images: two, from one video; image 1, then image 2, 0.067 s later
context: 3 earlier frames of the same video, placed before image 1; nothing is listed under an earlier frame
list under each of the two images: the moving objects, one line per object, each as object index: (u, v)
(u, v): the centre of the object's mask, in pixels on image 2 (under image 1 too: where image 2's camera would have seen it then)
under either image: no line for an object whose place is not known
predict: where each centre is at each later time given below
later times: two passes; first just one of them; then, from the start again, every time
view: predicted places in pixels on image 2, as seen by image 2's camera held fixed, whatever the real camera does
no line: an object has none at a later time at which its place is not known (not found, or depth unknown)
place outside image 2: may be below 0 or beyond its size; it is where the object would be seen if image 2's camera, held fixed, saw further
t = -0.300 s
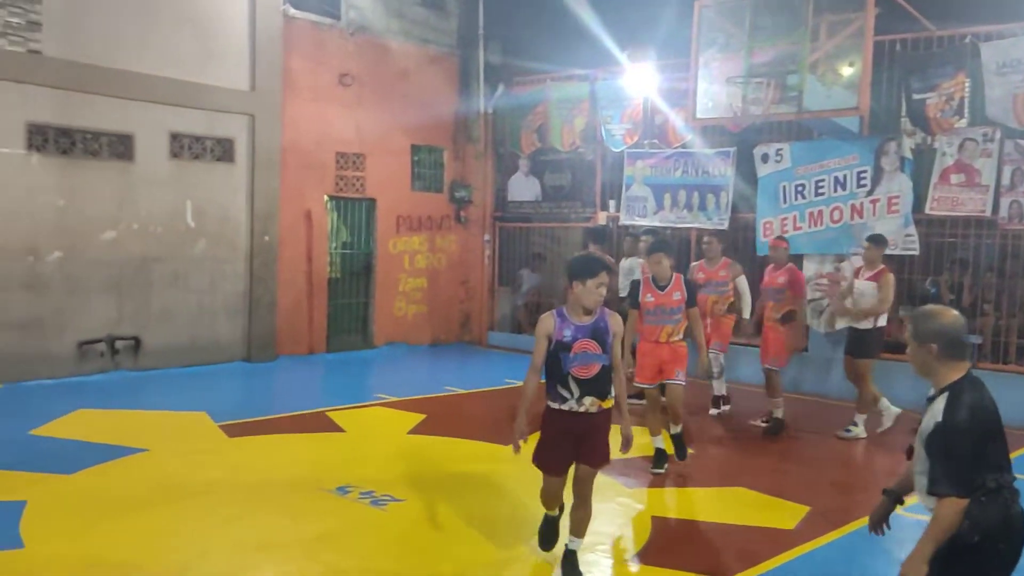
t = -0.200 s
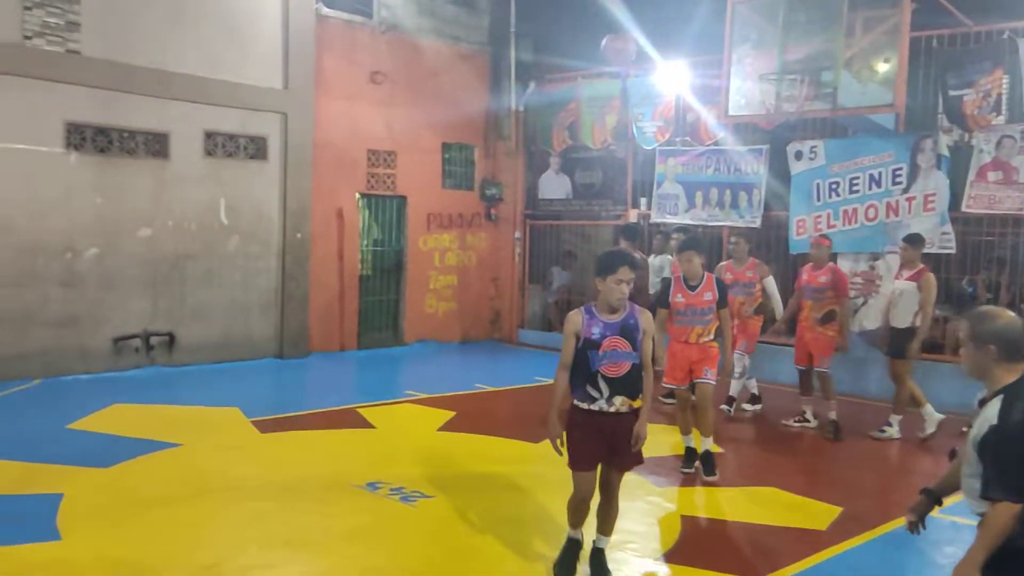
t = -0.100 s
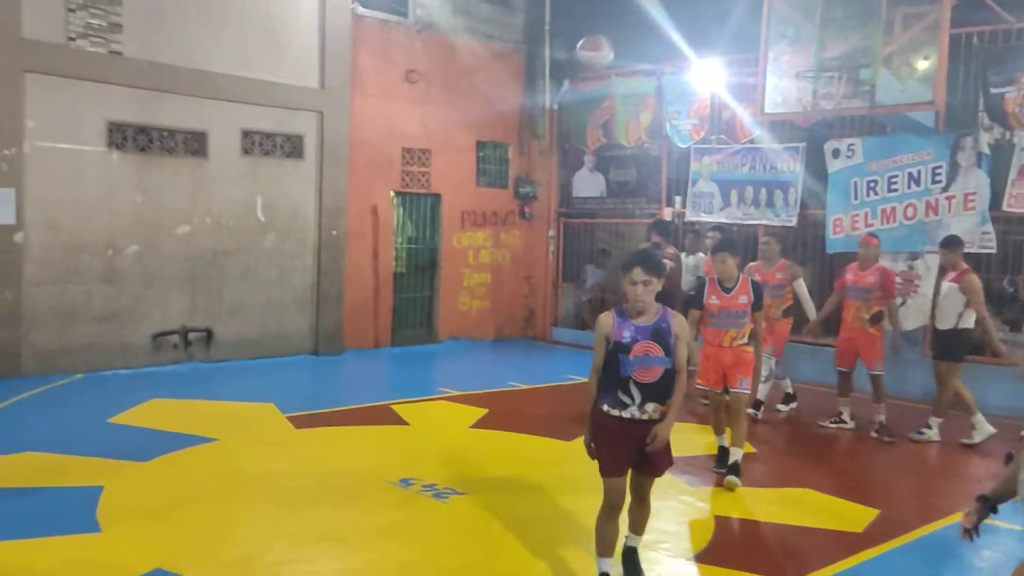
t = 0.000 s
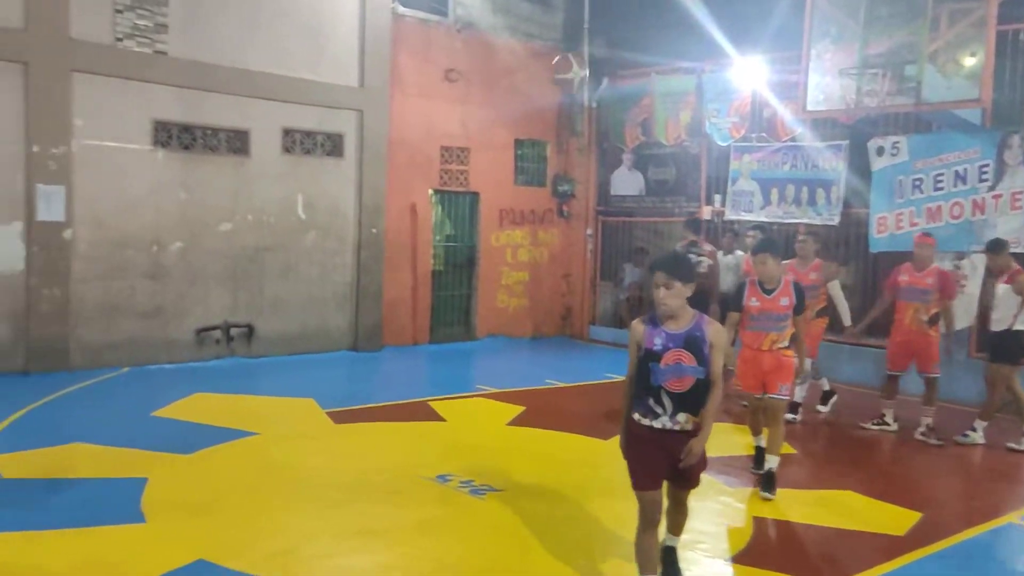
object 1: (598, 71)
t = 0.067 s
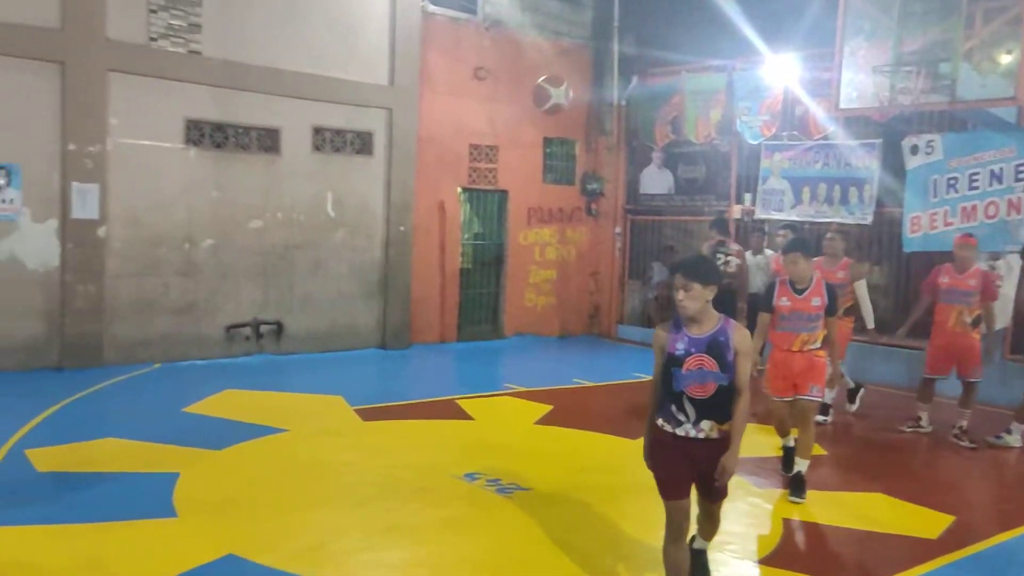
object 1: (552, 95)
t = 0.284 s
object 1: (381, 236)
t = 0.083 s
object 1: (540, 102)
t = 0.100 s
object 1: (527, 110)
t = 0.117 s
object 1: (515, 118)
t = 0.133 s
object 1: (503, 128)
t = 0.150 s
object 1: (490, 138)
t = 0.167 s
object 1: (478, 149)
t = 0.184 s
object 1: (464, 159)
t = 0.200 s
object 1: (451, 169)
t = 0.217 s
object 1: (438, 181)
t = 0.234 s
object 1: (424, 193)
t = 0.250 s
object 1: (411, 206)
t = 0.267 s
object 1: (396, 221)
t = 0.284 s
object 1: (381, 236)
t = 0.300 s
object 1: (369, 251)
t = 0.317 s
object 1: (355, 267)
